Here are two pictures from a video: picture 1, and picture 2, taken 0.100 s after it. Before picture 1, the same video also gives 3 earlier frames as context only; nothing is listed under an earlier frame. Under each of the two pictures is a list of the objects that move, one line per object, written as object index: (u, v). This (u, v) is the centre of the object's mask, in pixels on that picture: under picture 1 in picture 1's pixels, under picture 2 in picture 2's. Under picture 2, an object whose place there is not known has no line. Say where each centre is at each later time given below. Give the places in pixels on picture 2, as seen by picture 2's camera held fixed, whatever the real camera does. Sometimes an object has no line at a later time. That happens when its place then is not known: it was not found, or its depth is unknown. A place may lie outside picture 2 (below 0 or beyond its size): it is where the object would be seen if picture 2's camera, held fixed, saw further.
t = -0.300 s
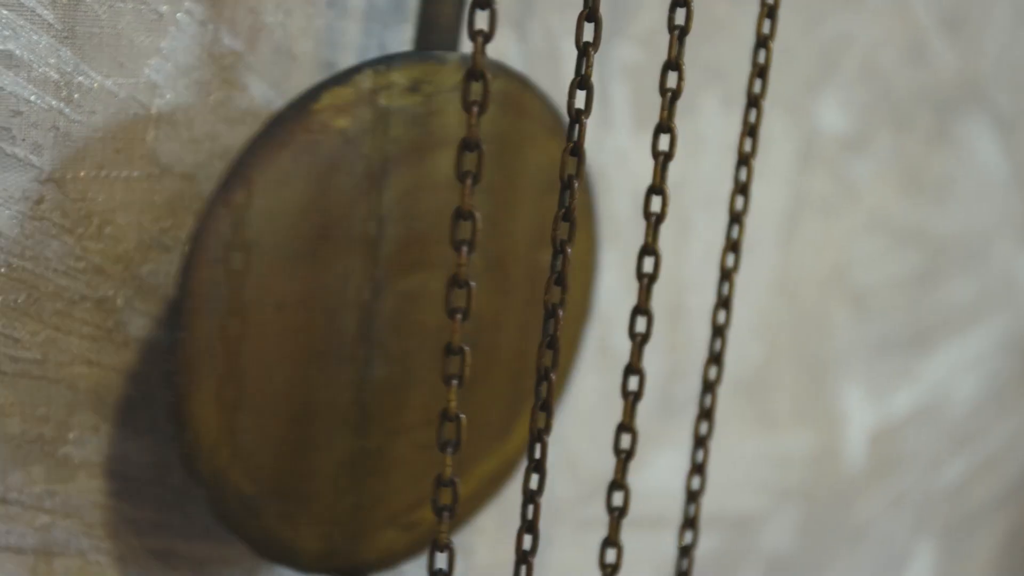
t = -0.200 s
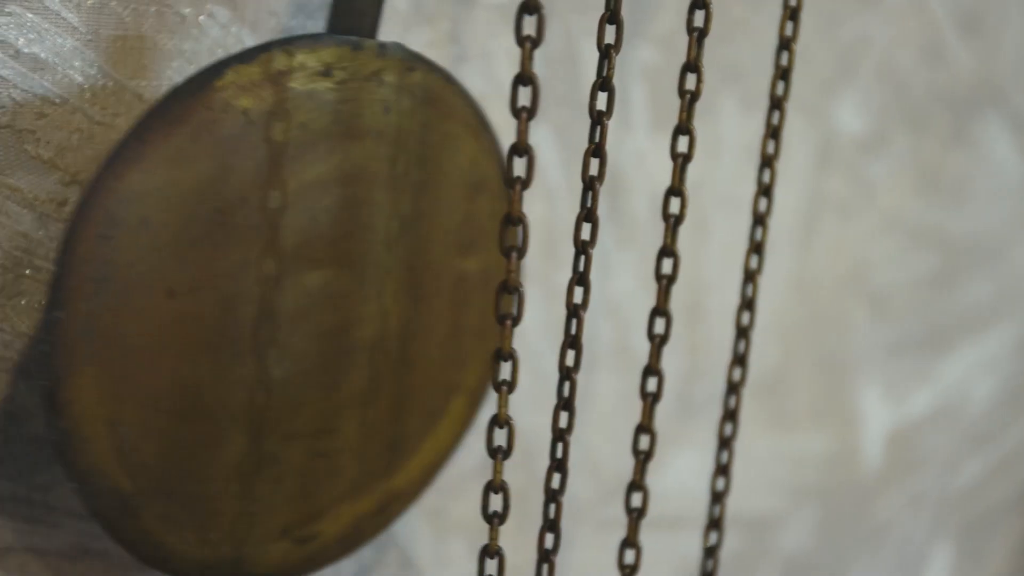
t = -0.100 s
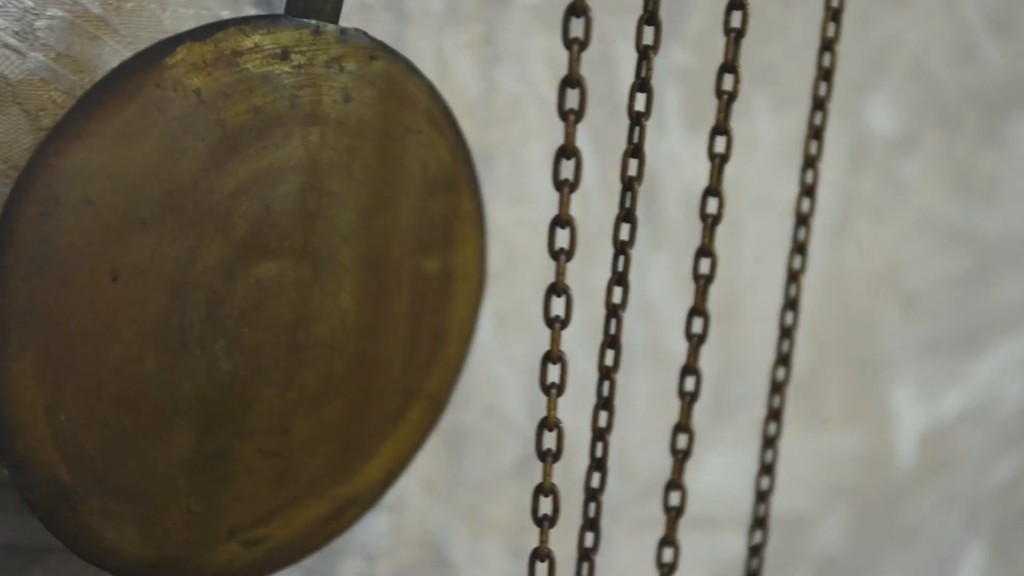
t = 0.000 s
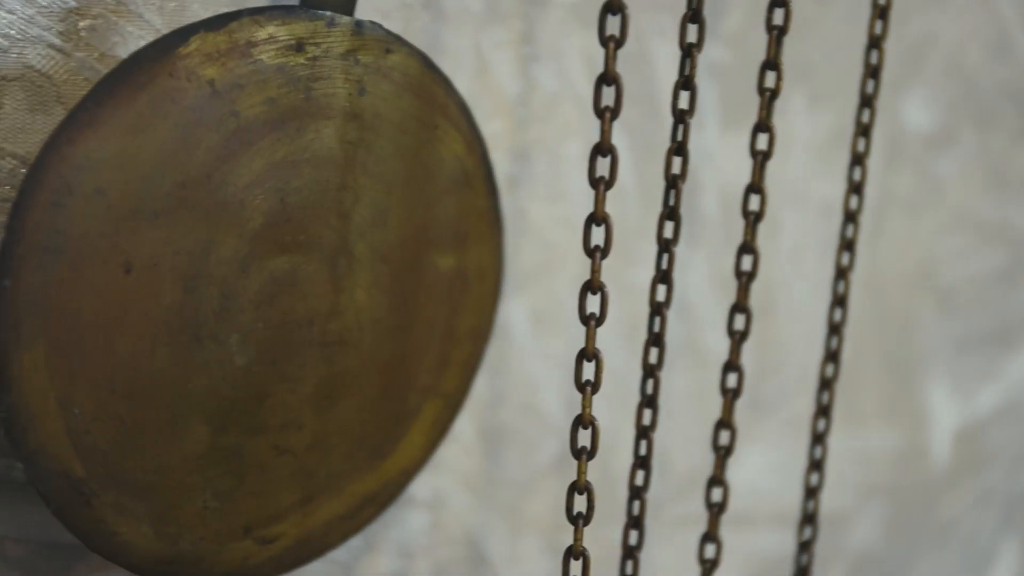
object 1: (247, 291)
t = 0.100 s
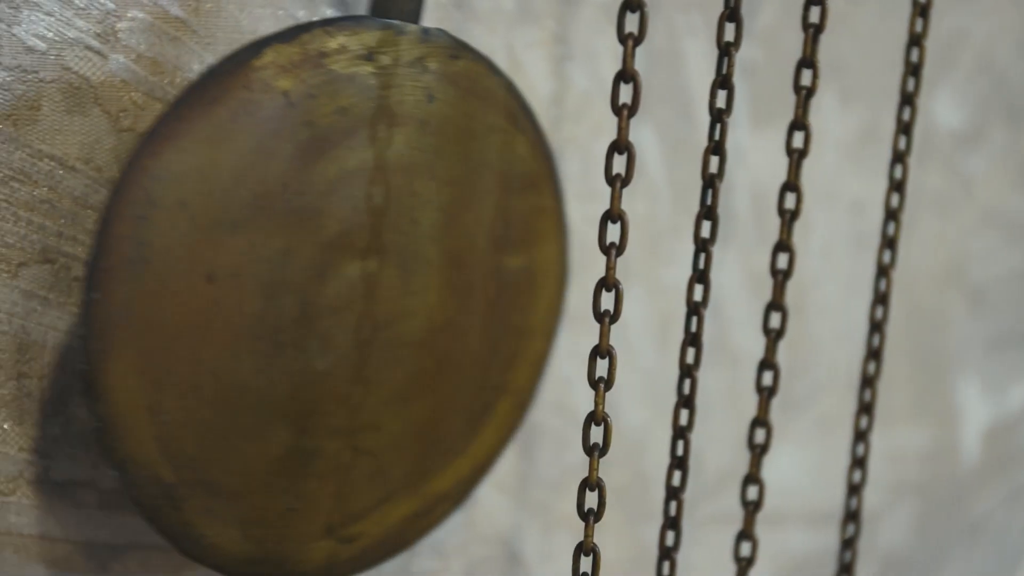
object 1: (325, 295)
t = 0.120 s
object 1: (340, 296)
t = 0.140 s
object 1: (356, 299)
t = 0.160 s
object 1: (370, 301)
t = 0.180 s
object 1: (384, 303)
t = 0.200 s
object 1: (397, 304)
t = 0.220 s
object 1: (410, 306)
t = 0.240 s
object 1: (459, 306)
